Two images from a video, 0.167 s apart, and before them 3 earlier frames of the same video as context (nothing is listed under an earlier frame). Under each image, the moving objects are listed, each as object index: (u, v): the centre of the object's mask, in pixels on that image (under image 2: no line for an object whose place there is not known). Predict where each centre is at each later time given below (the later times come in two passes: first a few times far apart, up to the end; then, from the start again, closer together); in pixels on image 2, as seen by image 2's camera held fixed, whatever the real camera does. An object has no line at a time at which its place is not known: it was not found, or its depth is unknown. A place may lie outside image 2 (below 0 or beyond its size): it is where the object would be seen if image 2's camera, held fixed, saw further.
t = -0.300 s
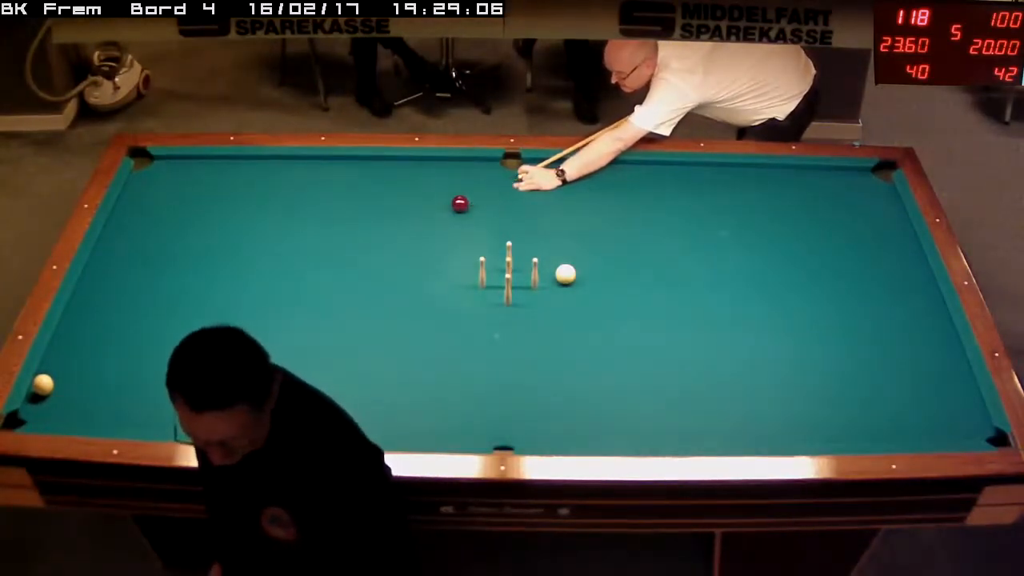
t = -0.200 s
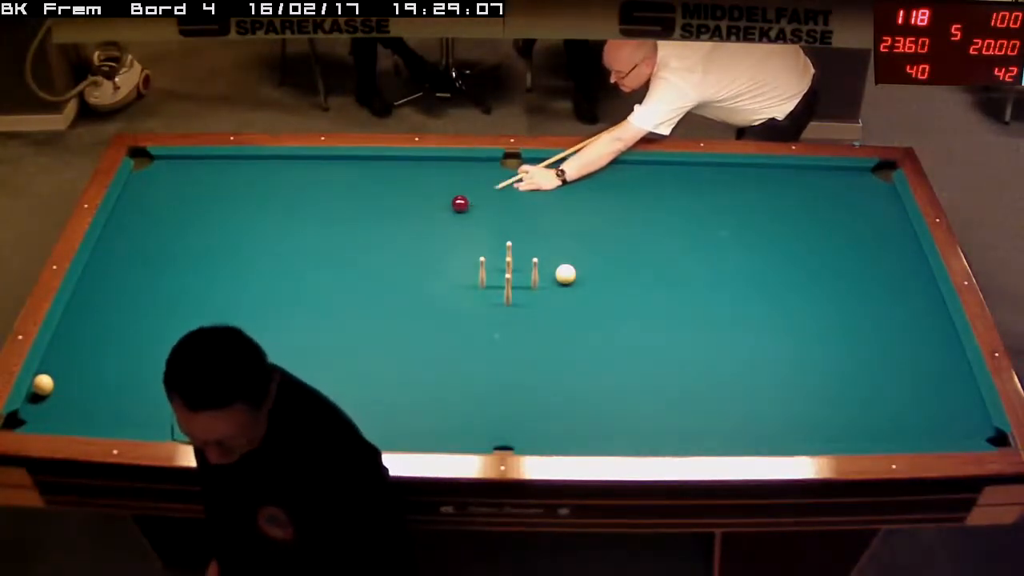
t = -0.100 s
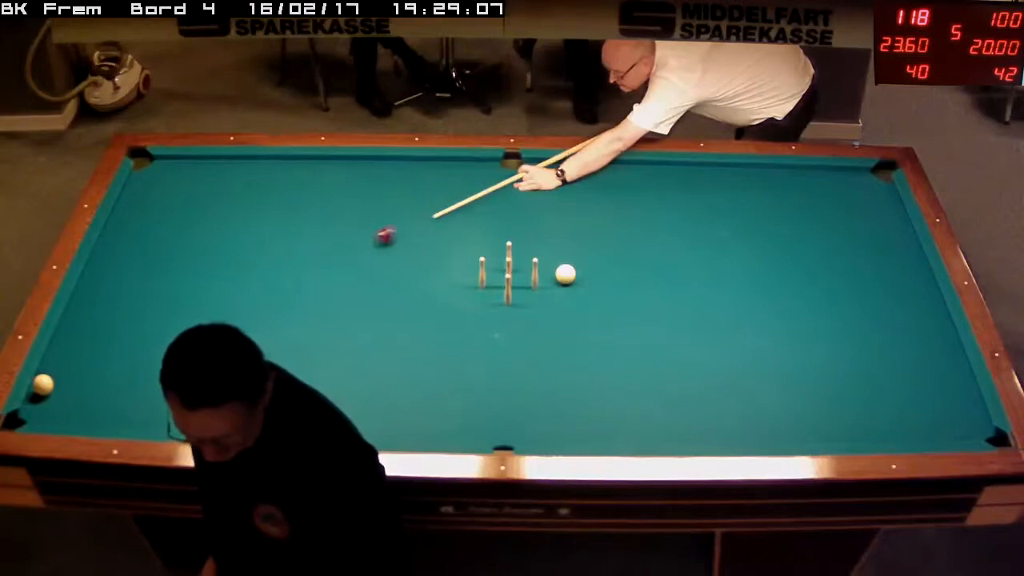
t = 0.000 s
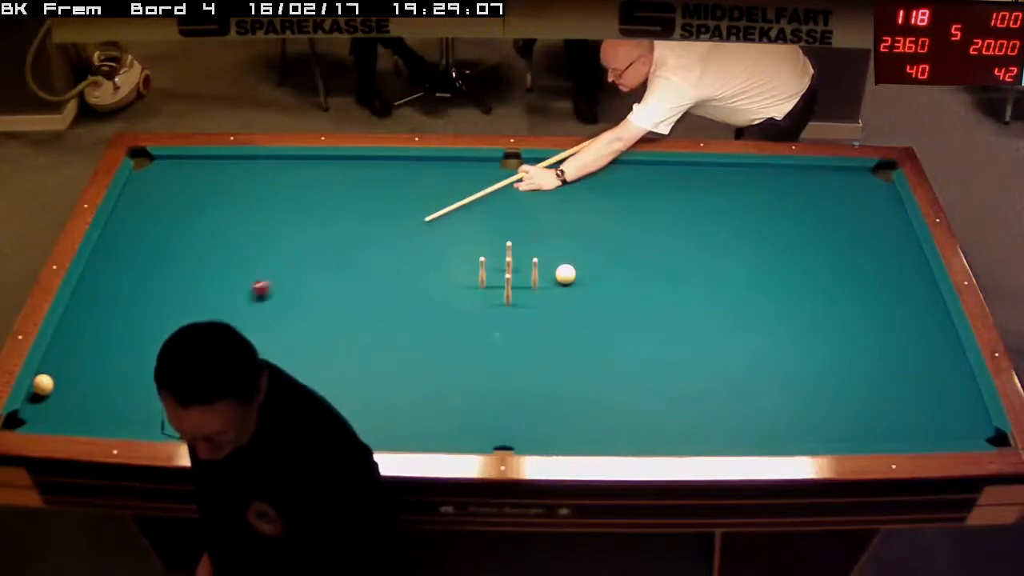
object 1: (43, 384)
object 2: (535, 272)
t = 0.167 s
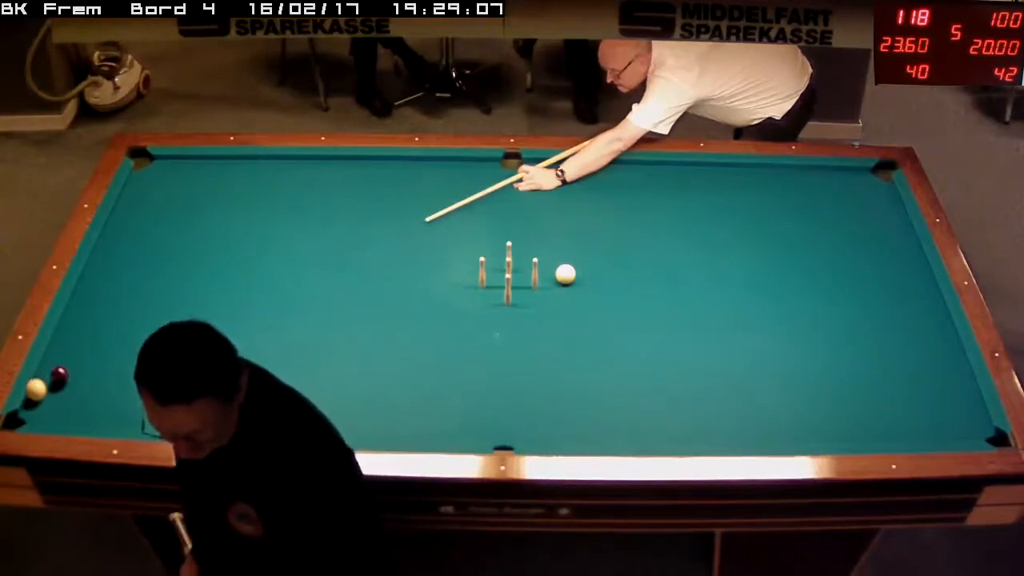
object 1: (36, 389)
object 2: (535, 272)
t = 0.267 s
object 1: (96, 414)
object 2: (535, 272)
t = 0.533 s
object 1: (274, 354)
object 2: (535, 272)
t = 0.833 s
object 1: (426, 302)
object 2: (535, 272)
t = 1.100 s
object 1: (543, 262)
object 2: (541, 277)
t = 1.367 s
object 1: (644, 226)
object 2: (545, 275)
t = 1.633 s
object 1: (733, 194)
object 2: (544, 278)
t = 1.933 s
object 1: (821, 175)
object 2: (544, 278)
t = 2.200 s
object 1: (887, 192)
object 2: (545, 279)
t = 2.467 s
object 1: (859, 192)
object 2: (545, 279)
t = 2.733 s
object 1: (827, 192)
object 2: (545, 279)
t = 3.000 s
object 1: (795, 191)
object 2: (544, 279)
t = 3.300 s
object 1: (760, 190)
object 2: (544, 279)
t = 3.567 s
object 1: (730, 190)
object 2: (544, 279)
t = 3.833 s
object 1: (700, 190)
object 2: (544, 279)
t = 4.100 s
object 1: (671, 190)
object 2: (544, 279)
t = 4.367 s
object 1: (643, 190)
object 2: (544, 279)
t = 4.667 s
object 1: (613, 190)
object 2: (544, 279)
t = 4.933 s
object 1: (586, 190)
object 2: (544, 279)
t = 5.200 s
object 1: (561, 190)
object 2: (544, 279)
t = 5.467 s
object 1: (537, 190)
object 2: (544, 279)
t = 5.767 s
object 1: (510, 190)
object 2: (544, 278)
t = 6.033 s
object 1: (488, 190)
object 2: (544, 278)
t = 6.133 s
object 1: (480, 190)
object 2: (544, 278)
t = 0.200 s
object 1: (53, 404)
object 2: (535, 272)
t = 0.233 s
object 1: (73, 417)
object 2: (535, 272)
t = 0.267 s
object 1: (96, 414)
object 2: (535, 272)
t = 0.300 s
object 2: (535, 272)
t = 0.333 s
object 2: (535, 272)
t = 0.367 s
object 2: (535, 272)
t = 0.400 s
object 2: (535, 272)
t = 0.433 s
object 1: (214, 375)
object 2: (535, 272)
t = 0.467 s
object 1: (234, 368)
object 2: (535, 272)
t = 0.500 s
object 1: (254, 361)
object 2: (535, 272)
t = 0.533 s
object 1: (274, 354)
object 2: (535, 272)
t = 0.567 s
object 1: (292, 349)
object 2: (535, 272)
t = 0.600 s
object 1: (309, 343)
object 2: (535, 273)
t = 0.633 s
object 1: (327, 336)
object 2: (535, 273)
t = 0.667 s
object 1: (344, 331)
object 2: (535, 272)
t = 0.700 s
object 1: (360, 325)
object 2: (535, 273)
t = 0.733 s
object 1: (377, 319)
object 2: (535, 273)
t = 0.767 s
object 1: (394, 314)
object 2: (535, 272)
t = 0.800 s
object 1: (410, 308)
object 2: (535, 272)
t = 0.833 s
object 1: (426, 302)
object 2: (535, 272)
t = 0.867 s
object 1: (442, 296)
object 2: (535, 272)
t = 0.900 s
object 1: (458, 291)
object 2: (535, 272)
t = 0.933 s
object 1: (473, 286)
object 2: (535, 272)
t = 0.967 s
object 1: (488, 281)
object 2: (535, 273)
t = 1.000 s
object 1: (500, 276)
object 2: (535, 273)
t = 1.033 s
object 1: (515, 271)
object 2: (536, 271)
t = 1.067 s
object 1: (530, 266)
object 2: (544, 275)
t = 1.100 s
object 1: (543, 262)
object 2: (541, 277)
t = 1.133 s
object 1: (556, 257)
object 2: (543, 280)
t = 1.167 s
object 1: (569, 252)
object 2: (544, 275)
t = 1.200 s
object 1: (582, 248)
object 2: (545, 273)
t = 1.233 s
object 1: (595, 244)
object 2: (545, 273)
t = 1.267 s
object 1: (607, 239)
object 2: (545, 275)
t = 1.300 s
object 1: (620, 235)
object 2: (544, 278)
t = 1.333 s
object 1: (631, 230)
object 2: (545, 276)
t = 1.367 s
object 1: (644, 226)
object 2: (545, 275)
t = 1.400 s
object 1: (656, 222)
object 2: (544, 278)
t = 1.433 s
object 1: (667, 218)
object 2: (545, 277)
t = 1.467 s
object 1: (678, 214)
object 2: (545, 277)
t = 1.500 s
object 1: (690, 210)
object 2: (544, 277)
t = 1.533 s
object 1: (701, 206)
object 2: (544, 277)
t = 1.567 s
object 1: (712, 202)
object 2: (544, 278)
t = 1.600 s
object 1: (723, 198)
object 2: (544, 278)
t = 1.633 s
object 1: (733, 194)
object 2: (544, 278)
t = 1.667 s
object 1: (744, 190)
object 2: (544, 278)
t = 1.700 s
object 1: (755, 187)
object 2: (544, 278)
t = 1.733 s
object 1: (765, 183)
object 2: (544, 278)
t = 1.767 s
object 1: (774, 179)
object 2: (544, 278)
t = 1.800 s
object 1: (784, 176)
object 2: (544, 278)
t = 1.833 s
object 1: (794, 172)
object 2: (544, 278)
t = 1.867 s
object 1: (804, 169)
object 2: (544, 278)
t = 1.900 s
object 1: (812, 171)
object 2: (544, 278)
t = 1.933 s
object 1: (821, 175)
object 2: (544, 278)
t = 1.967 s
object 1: (829, 177)
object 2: (544, 278)
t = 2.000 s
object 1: (837, 180)
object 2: (544, 279)
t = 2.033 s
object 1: (846, 182)
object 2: (544, 279)
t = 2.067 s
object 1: (854, 184)
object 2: (544, 279)
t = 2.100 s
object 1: (862, 186)
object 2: (545, 278)
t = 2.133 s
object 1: (871, 188)
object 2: (544, 279)
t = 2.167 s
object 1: (879, 190)
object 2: (545, 278)
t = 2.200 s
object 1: (887, 192)
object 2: (545, 279)
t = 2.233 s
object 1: (889, 193)
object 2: (544, 279)
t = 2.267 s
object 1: (884, 193)
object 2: (545, 278)
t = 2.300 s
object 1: (879, 193)
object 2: (545, 279)
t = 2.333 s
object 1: (874, 193)
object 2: (545, 278)
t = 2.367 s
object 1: (871, 193)
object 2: (545, 279)
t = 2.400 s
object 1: (866, 193)
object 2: (545, 278)
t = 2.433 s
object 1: (862, 193)
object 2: (545, 279)
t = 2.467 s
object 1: (859, 192)
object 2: (545, 279)
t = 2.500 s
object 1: (854, 192)
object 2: (545, 278)
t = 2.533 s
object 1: (850, 192)
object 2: (545, 279)
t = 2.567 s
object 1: (847, 192)
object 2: (545, 278)
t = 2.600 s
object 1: (843, 192)
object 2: (544, 279)
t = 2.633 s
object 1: (839, 192)
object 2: (545, 279)
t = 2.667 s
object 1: (835, 192)
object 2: (545, 279)
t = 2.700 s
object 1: (830, 192)
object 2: (544, 279)
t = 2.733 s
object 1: (827, 192)
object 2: (545, 279)
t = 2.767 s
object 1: (823, 192)
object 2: (544, 279)
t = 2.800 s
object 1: (819, 191)
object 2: (544, 279)
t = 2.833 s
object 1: (815, 191)
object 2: (545, 279)
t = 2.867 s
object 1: (811, 191)
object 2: (545, 279)
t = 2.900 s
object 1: (807, 191)
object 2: (545, 279)
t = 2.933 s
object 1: (803, 191)
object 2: (544, 279)
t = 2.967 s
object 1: (799, 191)
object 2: (545, 279)
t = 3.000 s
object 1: (795, 191)
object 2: (544, 279)
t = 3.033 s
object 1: (791, 191)
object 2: (545, 279)
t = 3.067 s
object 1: (787, 191)
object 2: (544, 279)
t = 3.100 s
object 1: (783, 191)
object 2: (544, 279)
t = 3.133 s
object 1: (779, 191)
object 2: (545, 279)
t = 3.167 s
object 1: (776, 191)
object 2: (545, 279)
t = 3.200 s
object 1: (771, 191)
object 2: (545, 279)
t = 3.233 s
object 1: (768, 191)
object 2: (545, 279)
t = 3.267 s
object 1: (764, 190)
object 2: (545, 279)
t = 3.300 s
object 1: (760, 190)
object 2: (544, 279)
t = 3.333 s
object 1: (756, 190)
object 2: (545, 279)
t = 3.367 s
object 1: (752, 190)
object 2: (544, 279)
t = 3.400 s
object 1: (749, 190)
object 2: (545, 279)
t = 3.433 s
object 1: (745, 190)
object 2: (544, 279)
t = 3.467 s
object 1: (741, 190)
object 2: (544, 279)
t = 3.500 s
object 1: (737, 190)
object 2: (545, 279)
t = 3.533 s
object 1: (734, 190)
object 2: (544, 279)
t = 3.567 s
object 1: (730, 190)
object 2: (544, 279)
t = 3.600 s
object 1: (726, 190)
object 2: (544, 279)
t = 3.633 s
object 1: (722, 190)
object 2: (544, 279)
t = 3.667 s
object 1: (718, 190)
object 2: (544, 279)
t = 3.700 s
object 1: (715, 190)
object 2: (544, 279)
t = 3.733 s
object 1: (711, 190)
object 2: (544, 279)
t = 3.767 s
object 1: (708, 190)
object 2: (544, 279)
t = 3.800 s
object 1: (704, 190)
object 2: (544, 279)
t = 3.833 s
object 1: (700, 190)
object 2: (544, 279)
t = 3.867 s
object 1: (696, 190)
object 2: (544, 279)
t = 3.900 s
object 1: (693, 190)
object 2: (544, 279)
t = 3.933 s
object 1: (689, 190)
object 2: (544, 279)
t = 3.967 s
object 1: (685, 190)
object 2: (544, 279)
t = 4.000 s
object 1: (682, 190)
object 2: (544, 279)
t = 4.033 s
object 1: (678, 190)
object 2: (544, 279)
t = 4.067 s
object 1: (675, 190)
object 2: (544, 279)
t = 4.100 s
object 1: (671, 190)
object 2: (544, 279)
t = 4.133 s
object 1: (668, 190)
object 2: (544, 279)
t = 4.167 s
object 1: (664, 190)
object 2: (544, 279)
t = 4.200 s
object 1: (661, 190)
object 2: (544, 279)
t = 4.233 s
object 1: (657, 190)
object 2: (544, 279)
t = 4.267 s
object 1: (654, 190)
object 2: (544, 279)
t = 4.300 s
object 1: (650, 190)
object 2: (544, 279)
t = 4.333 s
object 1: (647, 190)
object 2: (544, 279)
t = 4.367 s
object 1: (643, 190)
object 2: (544, 279)
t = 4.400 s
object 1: (640, 190)
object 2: (544, 279)
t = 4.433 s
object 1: (637, 190)
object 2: (544, 279)
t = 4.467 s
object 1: (633, 190)
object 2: (544, 279)
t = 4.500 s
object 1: (629, 190)
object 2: (544, 279)
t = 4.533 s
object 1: (626, 190)
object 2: (544, 279)
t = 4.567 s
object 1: (623, 190)
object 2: (544, 279)
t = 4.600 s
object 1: (619, 190)
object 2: (544, 279)
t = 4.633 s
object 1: (616, 190)
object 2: (544, 279)
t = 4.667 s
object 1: (613, 190)
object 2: (544, 279)
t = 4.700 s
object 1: (609, 190)
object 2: (544, 279)
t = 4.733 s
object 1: (606, 190)
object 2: (544, 279)
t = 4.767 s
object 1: (603, 190)
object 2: (544, 279)
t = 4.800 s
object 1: (599, 190)
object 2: (544, 279)
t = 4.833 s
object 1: (596, 190)
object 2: (544, 279)
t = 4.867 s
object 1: (593, 190)
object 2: (544, 279)
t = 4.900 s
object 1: (590, 190)
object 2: (544, 279)
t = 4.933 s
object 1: (586, 190)
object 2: (544, 279)
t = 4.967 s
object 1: (583, 190)
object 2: (544, 279)
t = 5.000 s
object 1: (580, 190)
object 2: (544, 279)
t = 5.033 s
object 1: (577, 190)
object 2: (544, 279)
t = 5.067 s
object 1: (573, 190)
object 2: (544, 279)
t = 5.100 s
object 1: (570, 190)
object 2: (544, 279)
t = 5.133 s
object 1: (567, 190)
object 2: (544, 279)
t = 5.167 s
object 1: (564, 190)
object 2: (544, 279)
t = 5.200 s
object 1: (561, 190)
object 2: (544, 279)
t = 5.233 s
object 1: (558, 190)
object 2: (544, 279)
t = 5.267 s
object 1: (555, 190)
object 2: (545, 278)
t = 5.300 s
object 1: (552, 190)
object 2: (545, 278)
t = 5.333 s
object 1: (549, 190)
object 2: (545, 278)
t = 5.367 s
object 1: (546, 190)
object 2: (545, 278)
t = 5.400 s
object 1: (543, 190)
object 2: (545, 278)
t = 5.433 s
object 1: (540, 190)
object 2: (545, 278)
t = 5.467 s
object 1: (537, 190)
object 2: (544, 279)
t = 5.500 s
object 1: (534, 190)
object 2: (545, 278)
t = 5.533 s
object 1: (531, 190)
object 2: (545, 278)
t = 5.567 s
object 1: (528, 190)
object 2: (545, 278)
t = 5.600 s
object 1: (525, 190)
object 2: (545, 278)
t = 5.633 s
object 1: (522, 190)
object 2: (545, 278)
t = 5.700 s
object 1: (516, 190)
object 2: (544, 278)
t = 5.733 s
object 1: (514, 190)
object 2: (544, 278)
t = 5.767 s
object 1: (510, 190)
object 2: (544, 278)
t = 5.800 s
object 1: (508, 190)
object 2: (544, 278)
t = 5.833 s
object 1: (505, 190)
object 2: (544, 278)
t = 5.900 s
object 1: (499, 190)
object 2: (544, 278)
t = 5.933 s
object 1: (496, 190)
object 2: (544, 278)
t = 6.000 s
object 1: (491, 190)
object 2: (544, 278)
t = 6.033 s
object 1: (488, 190)
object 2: (544, 278)
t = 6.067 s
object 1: (486, 190)
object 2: (544, 278)
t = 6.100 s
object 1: (483, 190)
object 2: (544, 278)
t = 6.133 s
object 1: (480, 190)
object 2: (544, 278)
